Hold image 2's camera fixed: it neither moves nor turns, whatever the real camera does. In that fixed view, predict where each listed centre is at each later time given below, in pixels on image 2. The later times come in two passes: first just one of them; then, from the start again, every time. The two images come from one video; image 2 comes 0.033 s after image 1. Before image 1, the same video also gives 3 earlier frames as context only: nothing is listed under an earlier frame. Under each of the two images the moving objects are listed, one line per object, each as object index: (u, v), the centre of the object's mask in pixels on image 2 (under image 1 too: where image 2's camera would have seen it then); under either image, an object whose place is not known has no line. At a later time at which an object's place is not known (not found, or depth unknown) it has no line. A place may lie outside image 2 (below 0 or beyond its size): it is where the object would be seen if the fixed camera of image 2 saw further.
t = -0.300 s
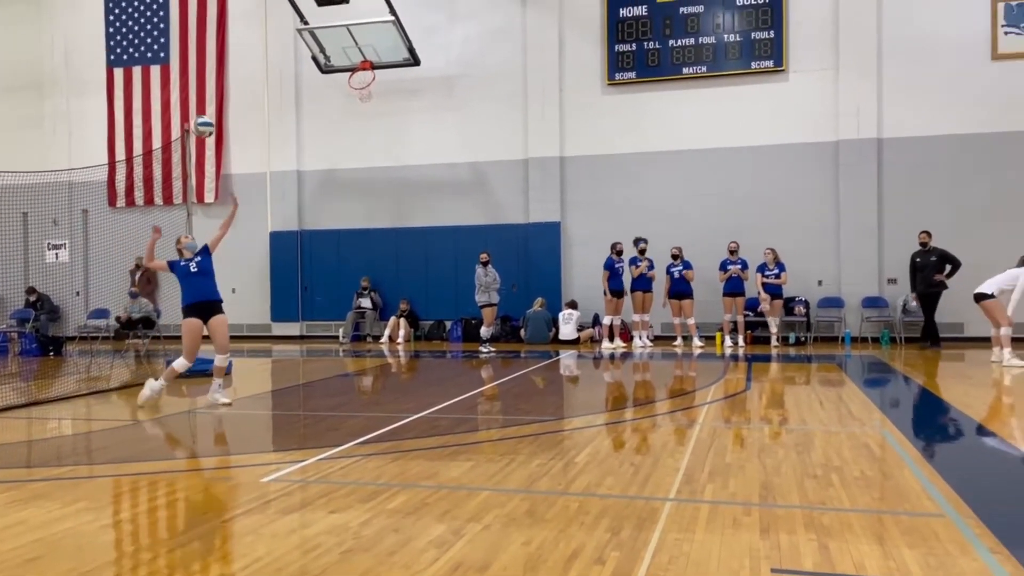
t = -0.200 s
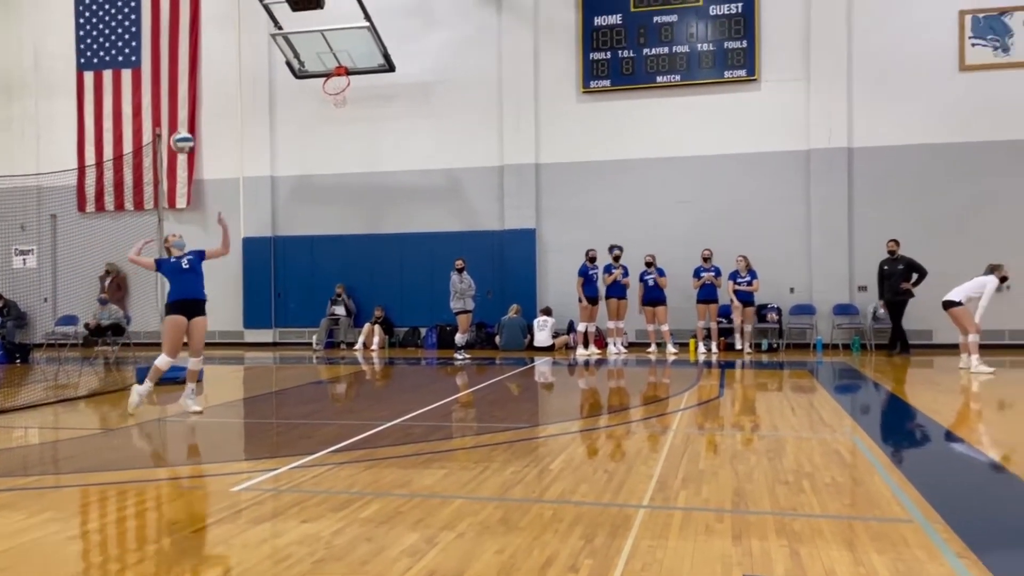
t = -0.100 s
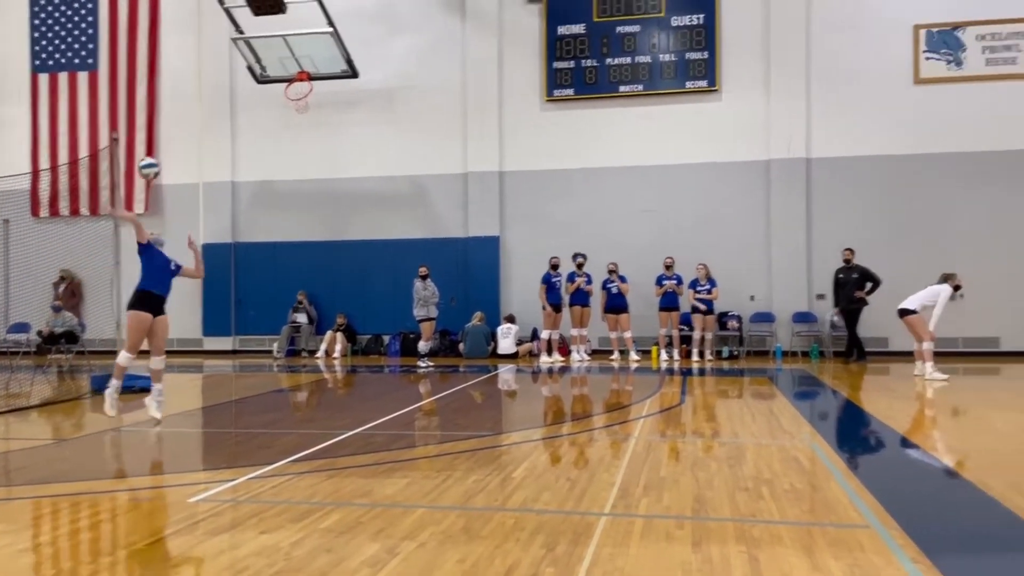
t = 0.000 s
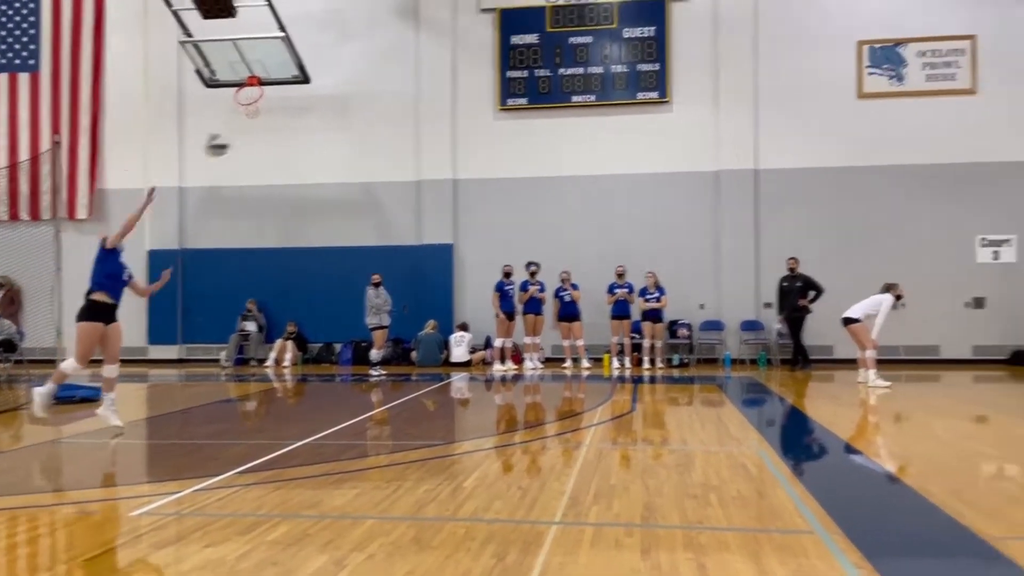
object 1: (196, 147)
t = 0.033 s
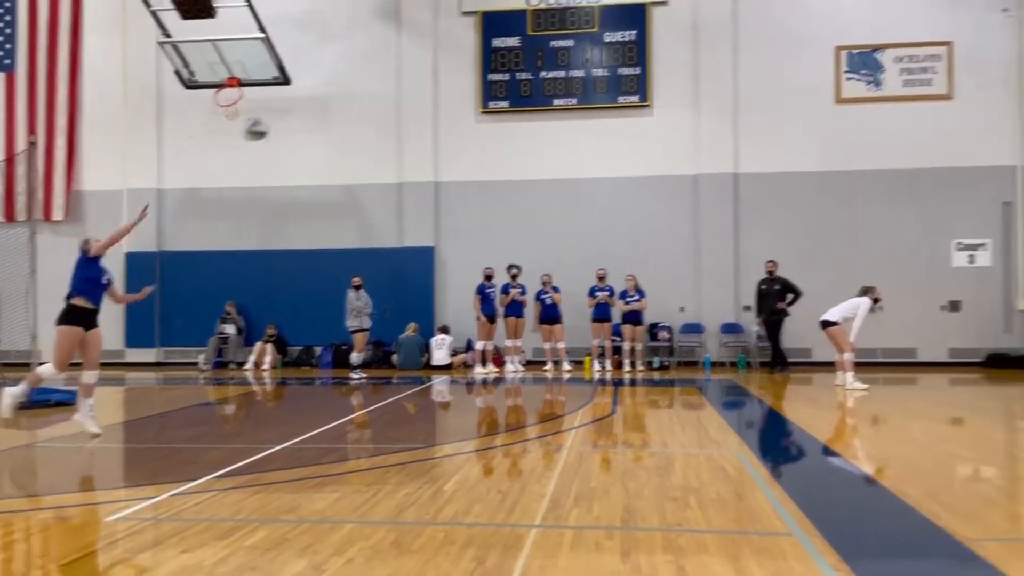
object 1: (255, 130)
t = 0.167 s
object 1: (490, 72)
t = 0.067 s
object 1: (315, 113)
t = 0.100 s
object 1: (373, 99)
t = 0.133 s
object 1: (431, 85)
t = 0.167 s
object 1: (490, 72)
